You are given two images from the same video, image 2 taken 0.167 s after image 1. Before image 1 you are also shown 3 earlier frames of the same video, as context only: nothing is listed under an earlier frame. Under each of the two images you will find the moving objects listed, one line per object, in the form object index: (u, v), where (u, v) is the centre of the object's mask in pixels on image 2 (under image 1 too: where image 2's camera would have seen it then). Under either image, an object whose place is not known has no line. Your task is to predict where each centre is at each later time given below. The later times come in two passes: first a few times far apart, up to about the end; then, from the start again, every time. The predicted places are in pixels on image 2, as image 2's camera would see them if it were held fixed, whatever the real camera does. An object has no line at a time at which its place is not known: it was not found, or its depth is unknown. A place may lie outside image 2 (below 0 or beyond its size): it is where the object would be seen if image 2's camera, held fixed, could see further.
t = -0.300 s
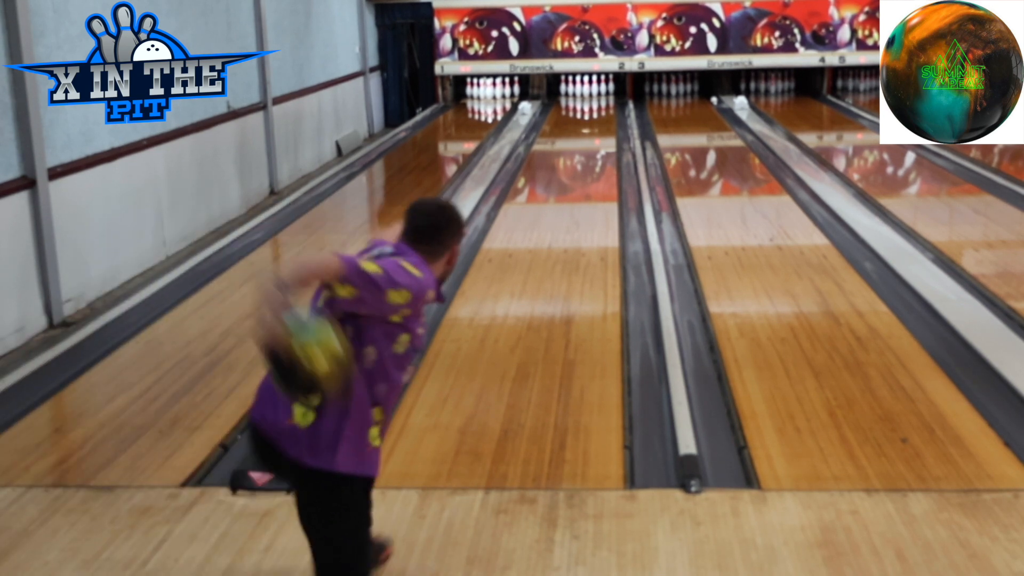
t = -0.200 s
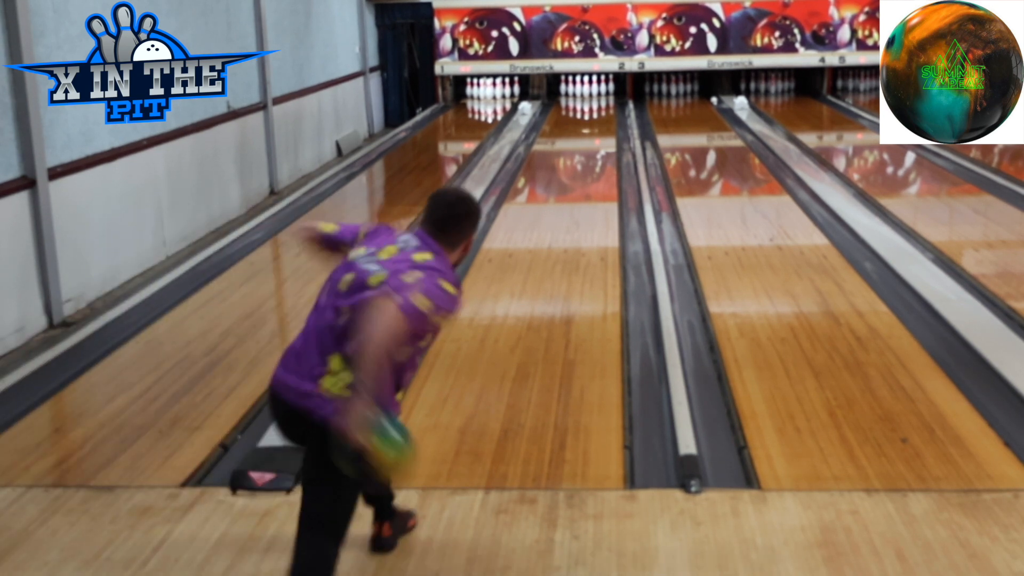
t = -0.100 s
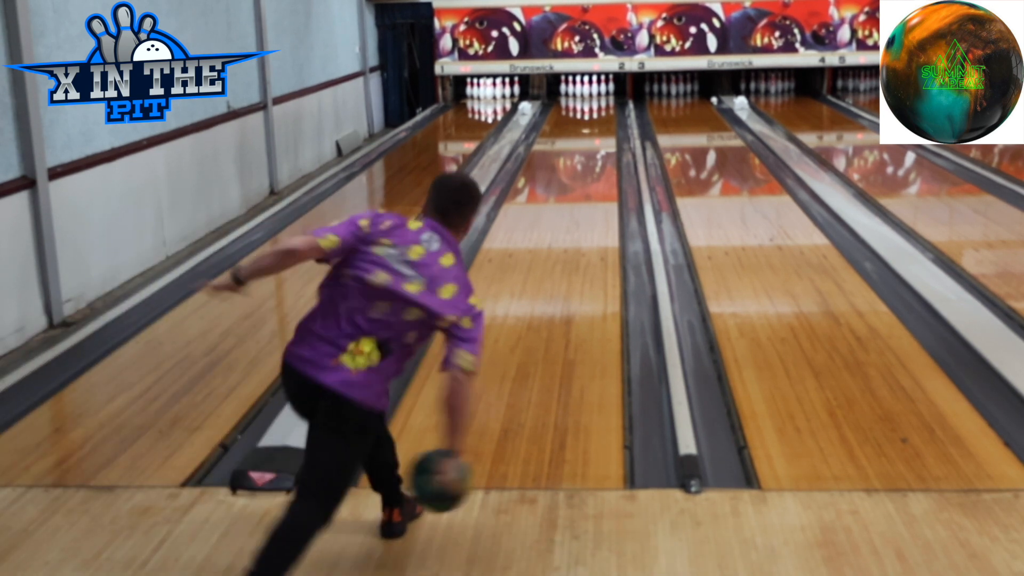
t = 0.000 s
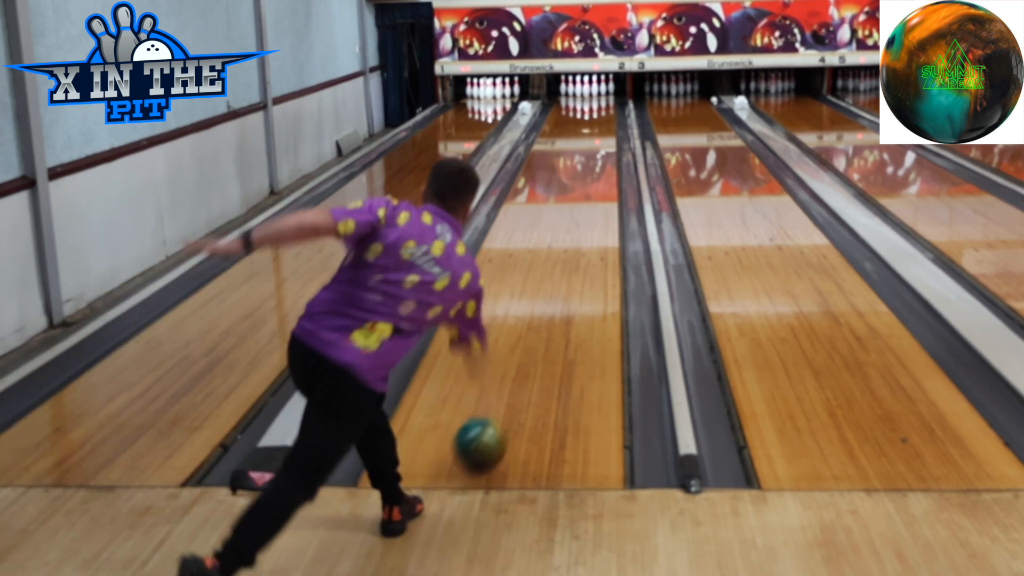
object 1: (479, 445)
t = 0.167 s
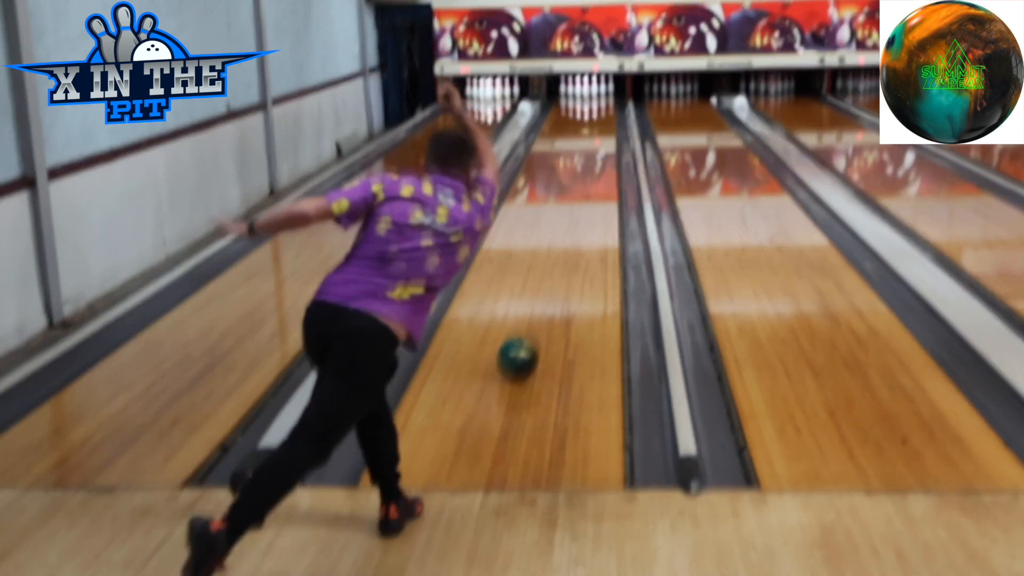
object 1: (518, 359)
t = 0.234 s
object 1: (529, 329)
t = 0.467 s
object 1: (556, 257)
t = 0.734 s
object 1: (576, 206)
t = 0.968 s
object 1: (587, 175)
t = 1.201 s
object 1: (594, 152)
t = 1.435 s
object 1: (599, 134)
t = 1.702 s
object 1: (602, 119)
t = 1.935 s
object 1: (601, 106)
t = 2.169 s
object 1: (598, 100)
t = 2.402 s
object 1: (592, 94)
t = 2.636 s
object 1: (596, 88)
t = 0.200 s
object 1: (524, 342)
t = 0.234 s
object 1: (529, 329)
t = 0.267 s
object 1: (534, 316)
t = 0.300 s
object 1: (539, 304)
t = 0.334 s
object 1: (543, 293)
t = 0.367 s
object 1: (547, 283)
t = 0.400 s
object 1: (551, 274)
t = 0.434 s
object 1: (553, 265)
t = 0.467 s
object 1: (556, 257)
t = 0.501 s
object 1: (560, 249)
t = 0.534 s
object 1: (562, 242)
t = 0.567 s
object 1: (565, 235)
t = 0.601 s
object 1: (567, 228)
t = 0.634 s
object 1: (570, 222)
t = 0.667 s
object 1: (572, 217)
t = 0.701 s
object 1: (574, 212)
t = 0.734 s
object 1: (576, 206)
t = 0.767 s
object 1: (578, 201)
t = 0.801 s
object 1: (580, 196)
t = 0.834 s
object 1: (581, 192)
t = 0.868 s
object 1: (583, 187)
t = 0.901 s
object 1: (584, 183)
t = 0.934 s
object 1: (586, 179)
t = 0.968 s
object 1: (587, 175)
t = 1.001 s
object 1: (588, 171)
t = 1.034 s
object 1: (589, 168)
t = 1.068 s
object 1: (590, 165)
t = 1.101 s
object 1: (591, 161)
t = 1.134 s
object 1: (592, 158)
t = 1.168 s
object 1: (593, 155)
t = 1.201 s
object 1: (594, 152)
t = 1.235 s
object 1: (595, 149)
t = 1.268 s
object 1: (596, 146)
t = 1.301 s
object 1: (597, 144)
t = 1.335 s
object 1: (597, 141)
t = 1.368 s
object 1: (598, 138)
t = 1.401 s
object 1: (599, 136)
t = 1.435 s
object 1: (599, 134)
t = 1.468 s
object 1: (600, 132)
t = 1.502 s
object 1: (600, 130)
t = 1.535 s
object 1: (600, 127)
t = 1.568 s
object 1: (601, 126)
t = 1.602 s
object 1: (602, 124)
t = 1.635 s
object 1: (603, 123)
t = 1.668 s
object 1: (602, 120)
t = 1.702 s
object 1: (602, 119)
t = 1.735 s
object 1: (602, 117)
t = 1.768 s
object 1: (603, 115)
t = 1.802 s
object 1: (603, 113)
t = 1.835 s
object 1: (602, 112)
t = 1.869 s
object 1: (601, 110)
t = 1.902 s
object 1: (602, 109)
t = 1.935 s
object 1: (601, 106)
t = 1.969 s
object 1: (602, 106)
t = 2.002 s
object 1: (600, 105)
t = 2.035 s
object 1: (601, 103)
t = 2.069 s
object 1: (600, 103)
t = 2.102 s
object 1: (597, 103)
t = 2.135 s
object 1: (598, 101)
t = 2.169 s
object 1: (598, 100)
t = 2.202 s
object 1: (595, 99)
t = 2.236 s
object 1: (595, 97)
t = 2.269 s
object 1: (595, 97)
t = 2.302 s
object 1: (594, 95)
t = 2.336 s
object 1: (593, 96)
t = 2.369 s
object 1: (593, 95)
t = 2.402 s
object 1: (592, 94)
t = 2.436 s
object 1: (593, 93)
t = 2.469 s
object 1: (593, 92)
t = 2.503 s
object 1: (593, 91)
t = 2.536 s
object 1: (591, 92)
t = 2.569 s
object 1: (591, 90)
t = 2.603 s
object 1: (595, 89)
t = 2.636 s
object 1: (596, 88)
